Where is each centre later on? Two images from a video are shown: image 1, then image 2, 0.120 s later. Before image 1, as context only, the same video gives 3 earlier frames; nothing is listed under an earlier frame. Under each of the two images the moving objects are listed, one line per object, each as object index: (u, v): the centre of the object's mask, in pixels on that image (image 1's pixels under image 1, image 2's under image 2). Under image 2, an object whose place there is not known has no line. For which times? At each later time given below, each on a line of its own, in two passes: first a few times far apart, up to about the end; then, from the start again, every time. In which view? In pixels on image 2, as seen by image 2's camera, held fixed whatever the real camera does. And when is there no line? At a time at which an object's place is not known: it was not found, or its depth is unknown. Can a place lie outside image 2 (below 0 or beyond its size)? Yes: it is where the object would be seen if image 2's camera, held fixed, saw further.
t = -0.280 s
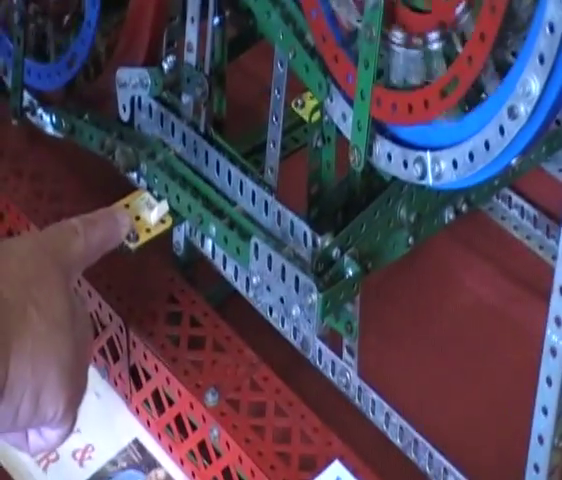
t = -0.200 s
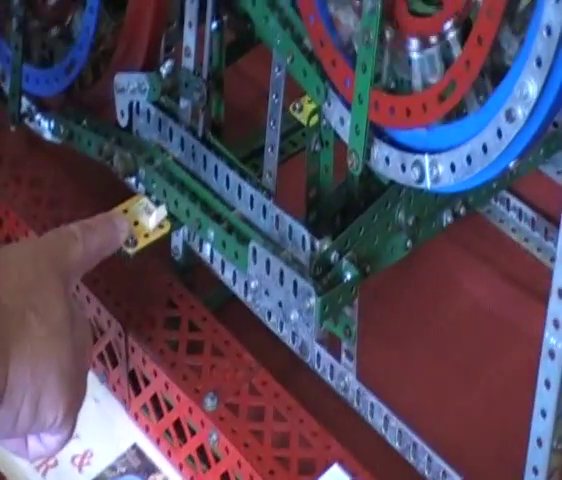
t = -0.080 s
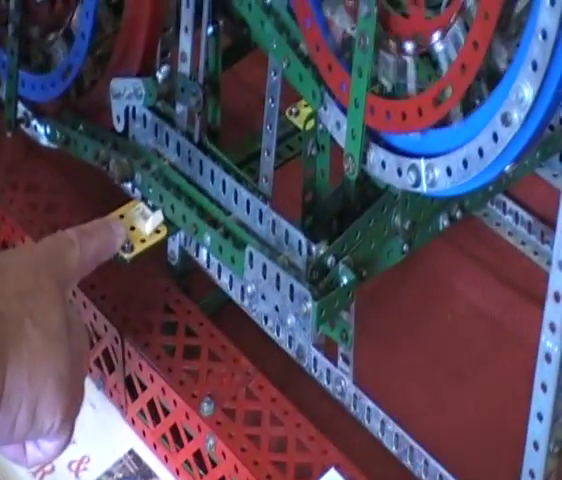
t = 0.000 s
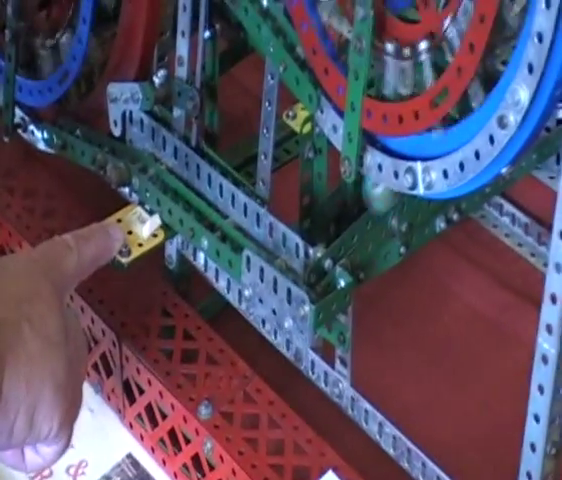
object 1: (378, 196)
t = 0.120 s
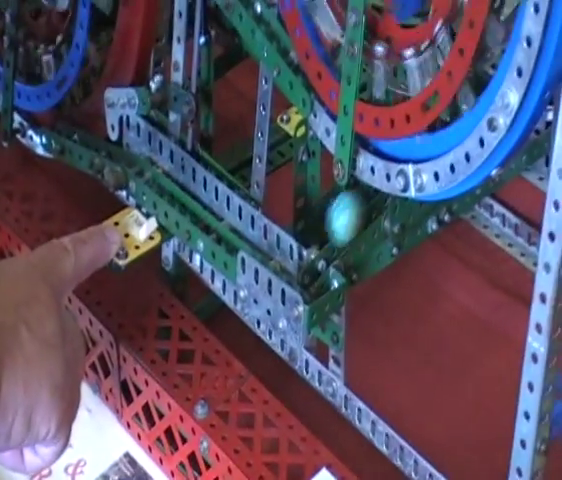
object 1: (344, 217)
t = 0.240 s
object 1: (310, 252)
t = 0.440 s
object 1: (296, 269)
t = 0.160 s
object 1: (333, 228)
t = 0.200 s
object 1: (321, 242)
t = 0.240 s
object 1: (310, 252)
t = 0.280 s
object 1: (300, 265)
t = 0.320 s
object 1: (295, 269)
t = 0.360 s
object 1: (296, 269)
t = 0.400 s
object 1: (296, 269)
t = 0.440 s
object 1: (296, 269)
